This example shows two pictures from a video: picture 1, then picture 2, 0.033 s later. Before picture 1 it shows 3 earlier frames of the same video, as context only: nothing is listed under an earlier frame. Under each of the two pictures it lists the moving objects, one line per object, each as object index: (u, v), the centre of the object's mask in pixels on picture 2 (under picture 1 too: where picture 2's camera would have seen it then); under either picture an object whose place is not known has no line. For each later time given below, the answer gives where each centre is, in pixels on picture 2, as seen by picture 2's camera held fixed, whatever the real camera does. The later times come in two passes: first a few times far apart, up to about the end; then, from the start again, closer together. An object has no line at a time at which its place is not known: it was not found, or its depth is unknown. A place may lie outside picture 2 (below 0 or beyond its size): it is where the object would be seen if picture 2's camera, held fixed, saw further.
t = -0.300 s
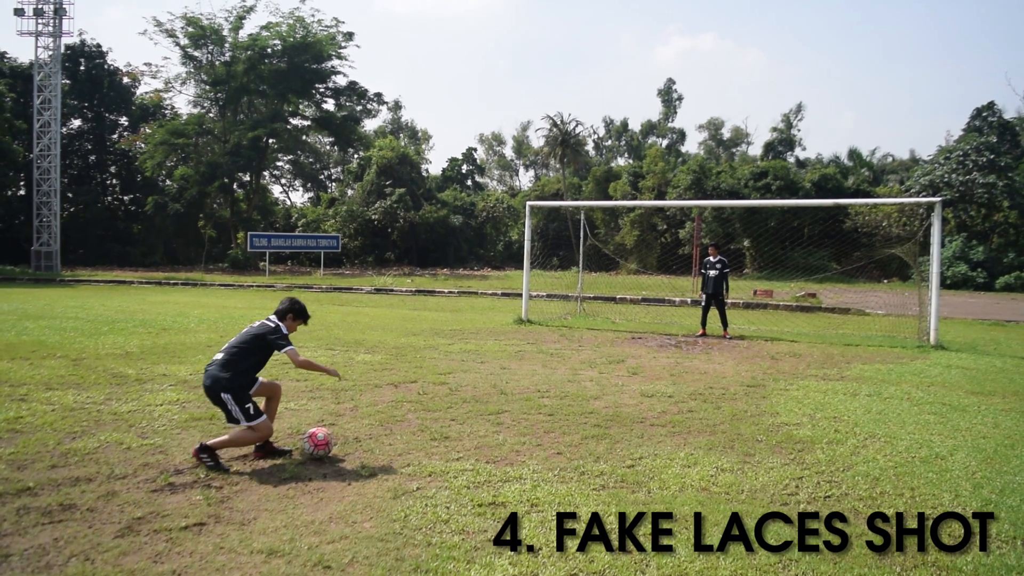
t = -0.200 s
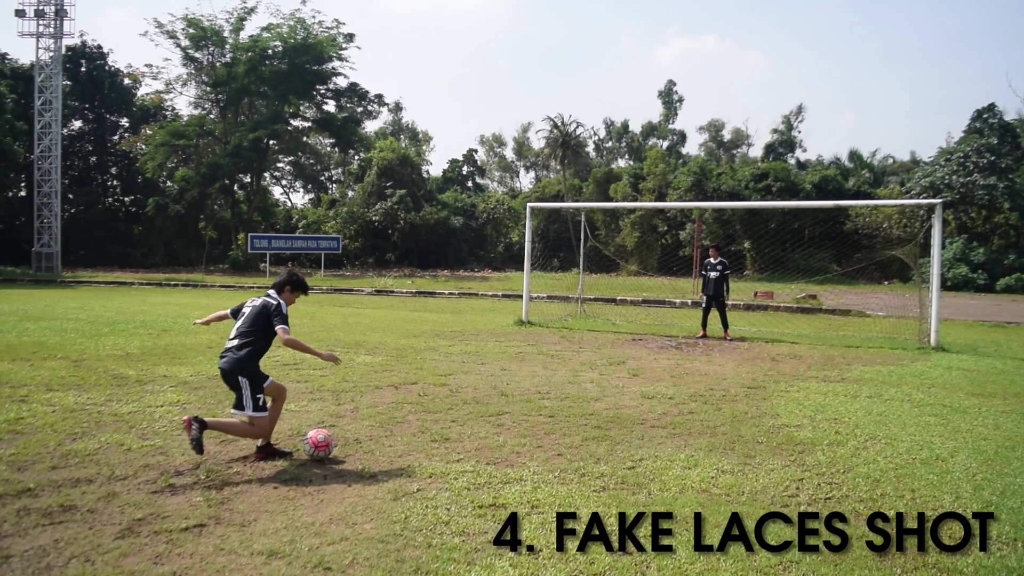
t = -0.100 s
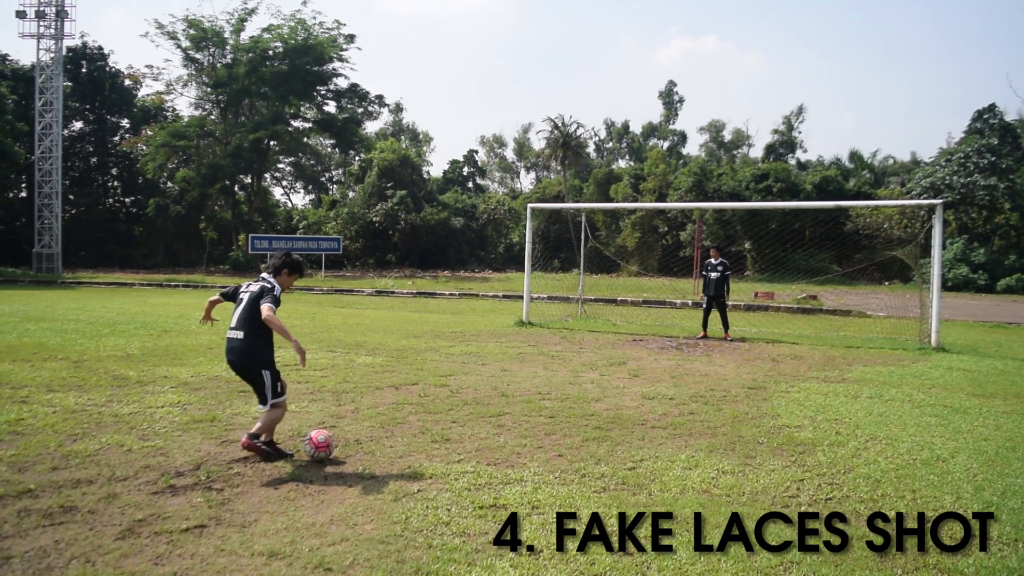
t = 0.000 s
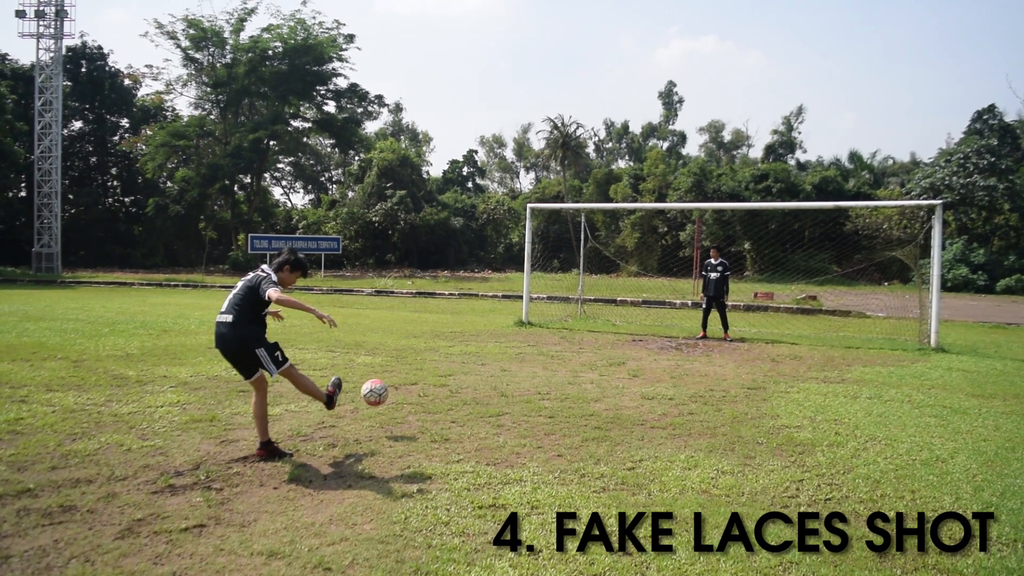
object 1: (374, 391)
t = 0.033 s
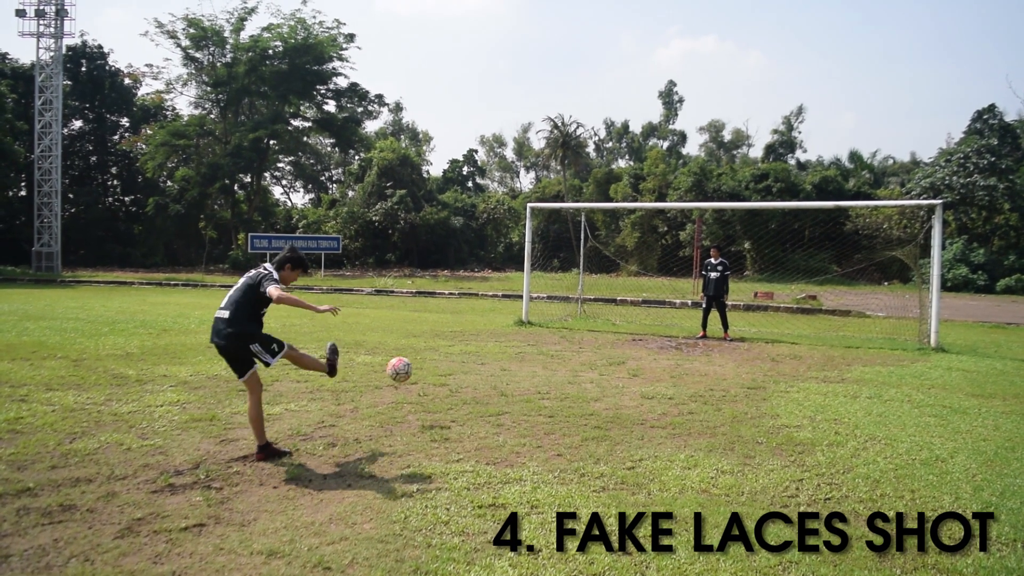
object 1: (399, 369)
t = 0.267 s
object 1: (504, 291)
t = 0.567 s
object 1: (555, 288)
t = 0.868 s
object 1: (572, 319)
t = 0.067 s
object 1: (422, 350)
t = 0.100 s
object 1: (440, 335)
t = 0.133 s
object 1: (456, 322)
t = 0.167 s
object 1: (470, 312)
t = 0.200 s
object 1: (484, 303)
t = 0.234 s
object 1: (494, 296)
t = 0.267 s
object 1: (504, 291)
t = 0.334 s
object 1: (521, 284)
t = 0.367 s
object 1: (528, 282)
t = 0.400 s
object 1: (534, 282)
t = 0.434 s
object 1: (539, 282)
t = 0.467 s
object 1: (543, 282)
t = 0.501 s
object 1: (548, 284)
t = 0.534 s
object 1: (552, 286)
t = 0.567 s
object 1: (555, 288)
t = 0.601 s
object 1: (558, 291)
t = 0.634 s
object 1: (561, 295)
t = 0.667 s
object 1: (563, 298)
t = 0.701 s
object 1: (566, 302)
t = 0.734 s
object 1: (567, 307)
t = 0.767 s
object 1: (569, 312)
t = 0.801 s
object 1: (570, 317)
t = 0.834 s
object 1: (571, 321)
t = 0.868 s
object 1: (572, 319)
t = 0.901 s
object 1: (572, 315)
